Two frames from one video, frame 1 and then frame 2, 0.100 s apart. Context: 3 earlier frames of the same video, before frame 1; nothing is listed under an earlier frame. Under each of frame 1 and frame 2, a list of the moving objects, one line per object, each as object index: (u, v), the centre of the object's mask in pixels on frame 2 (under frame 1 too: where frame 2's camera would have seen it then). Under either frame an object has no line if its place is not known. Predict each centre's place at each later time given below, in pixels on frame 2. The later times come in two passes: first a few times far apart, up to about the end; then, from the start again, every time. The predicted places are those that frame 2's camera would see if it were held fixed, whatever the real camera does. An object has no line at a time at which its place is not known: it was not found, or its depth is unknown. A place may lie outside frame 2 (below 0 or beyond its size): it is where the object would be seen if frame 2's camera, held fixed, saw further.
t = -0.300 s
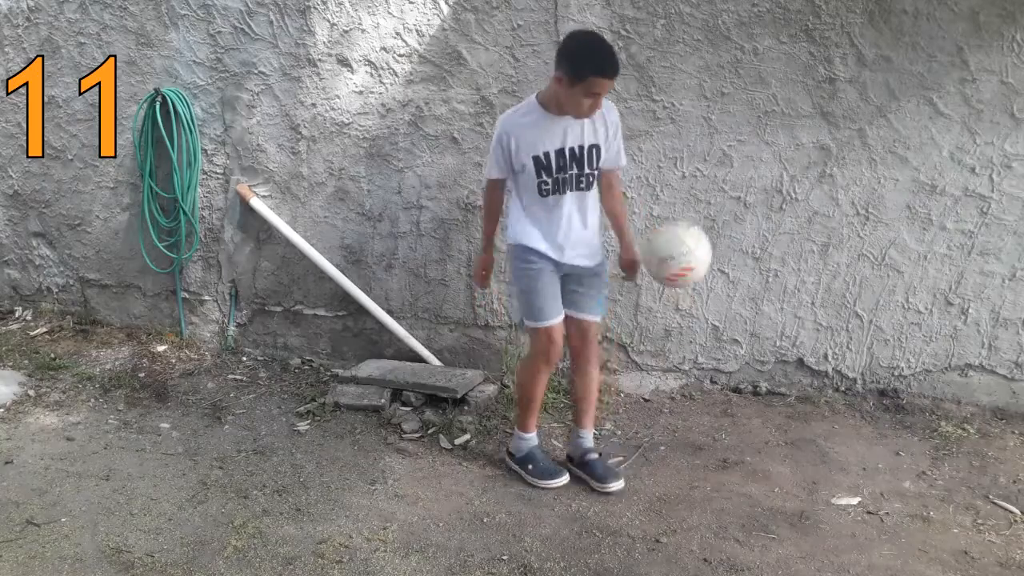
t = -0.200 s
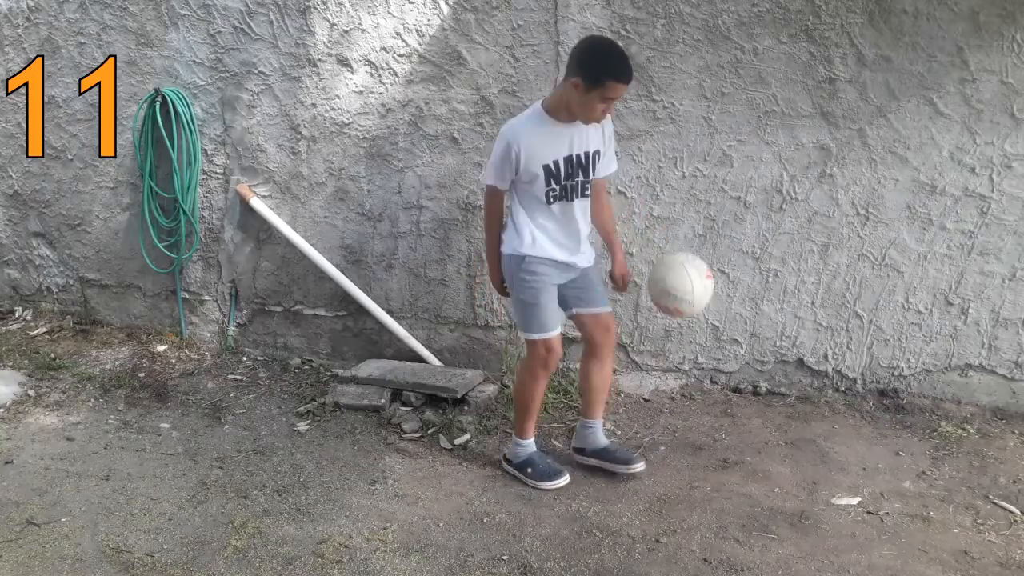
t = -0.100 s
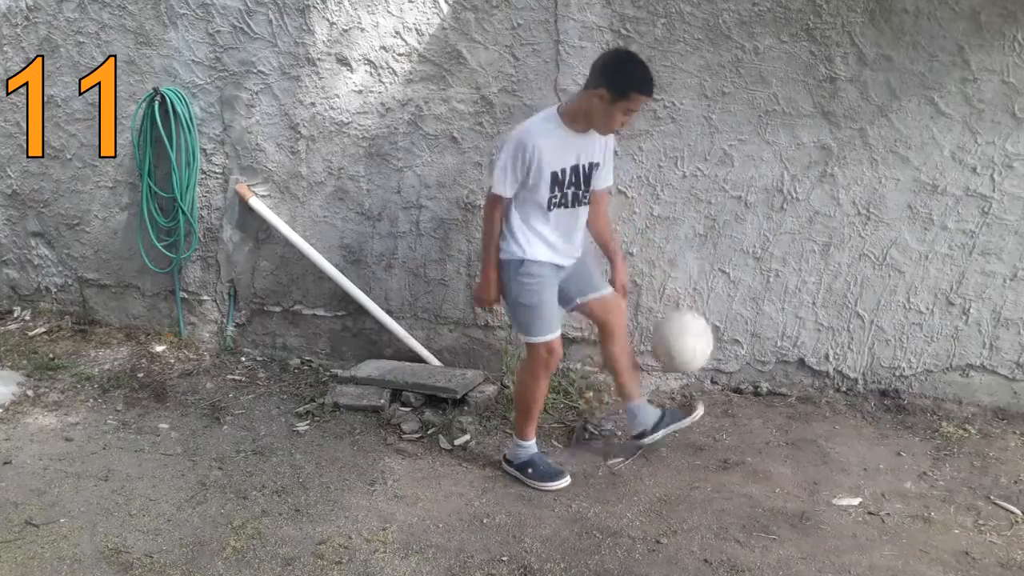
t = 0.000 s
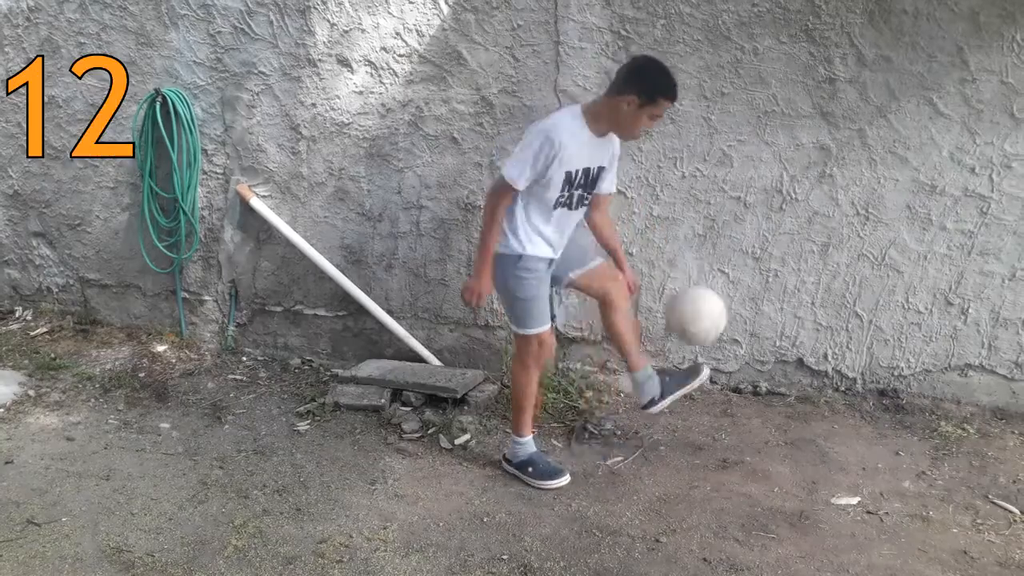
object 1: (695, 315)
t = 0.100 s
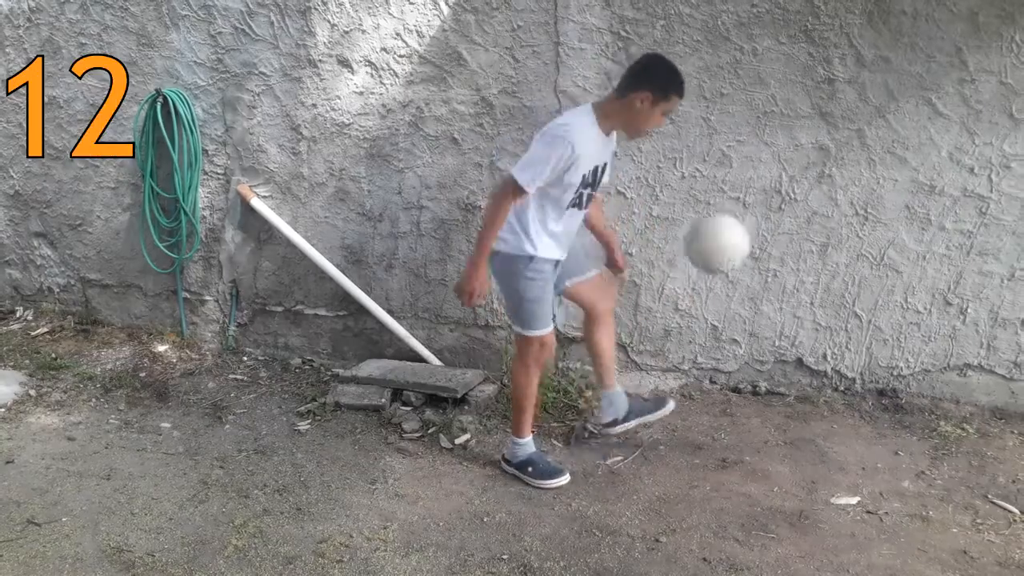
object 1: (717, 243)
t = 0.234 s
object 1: (745, 184)
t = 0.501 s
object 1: (789, 212)
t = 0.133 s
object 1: (724, 224)
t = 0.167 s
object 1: (731, 207)
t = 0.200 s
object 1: (738, 194)
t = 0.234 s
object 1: (745, 184)
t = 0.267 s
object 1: (752, 176)
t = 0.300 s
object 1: (758, 173)
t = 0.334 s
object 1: (764, 170)
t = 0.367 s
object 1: (770, 171)
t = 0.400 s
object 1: (774, 175)
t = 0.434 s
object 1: (780, 186)
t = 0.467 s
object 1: (784, 197)
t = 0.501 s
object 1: (789, 212)
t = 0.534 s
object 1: (794, 232)
